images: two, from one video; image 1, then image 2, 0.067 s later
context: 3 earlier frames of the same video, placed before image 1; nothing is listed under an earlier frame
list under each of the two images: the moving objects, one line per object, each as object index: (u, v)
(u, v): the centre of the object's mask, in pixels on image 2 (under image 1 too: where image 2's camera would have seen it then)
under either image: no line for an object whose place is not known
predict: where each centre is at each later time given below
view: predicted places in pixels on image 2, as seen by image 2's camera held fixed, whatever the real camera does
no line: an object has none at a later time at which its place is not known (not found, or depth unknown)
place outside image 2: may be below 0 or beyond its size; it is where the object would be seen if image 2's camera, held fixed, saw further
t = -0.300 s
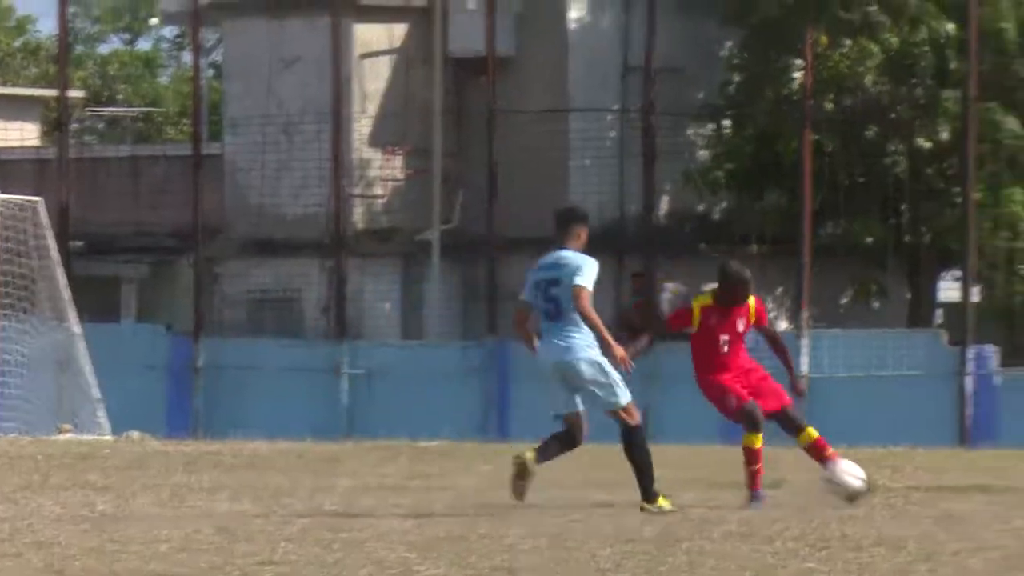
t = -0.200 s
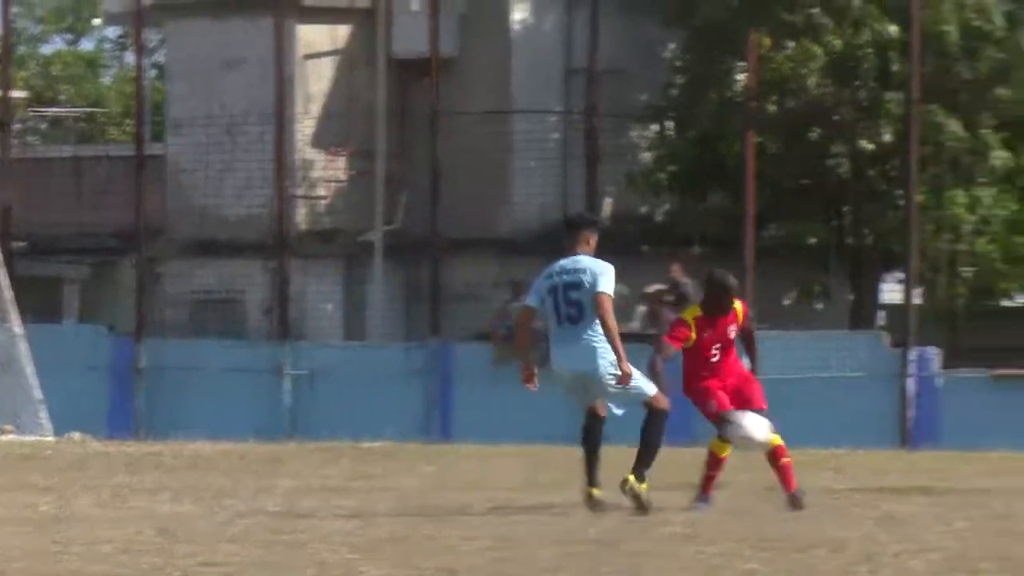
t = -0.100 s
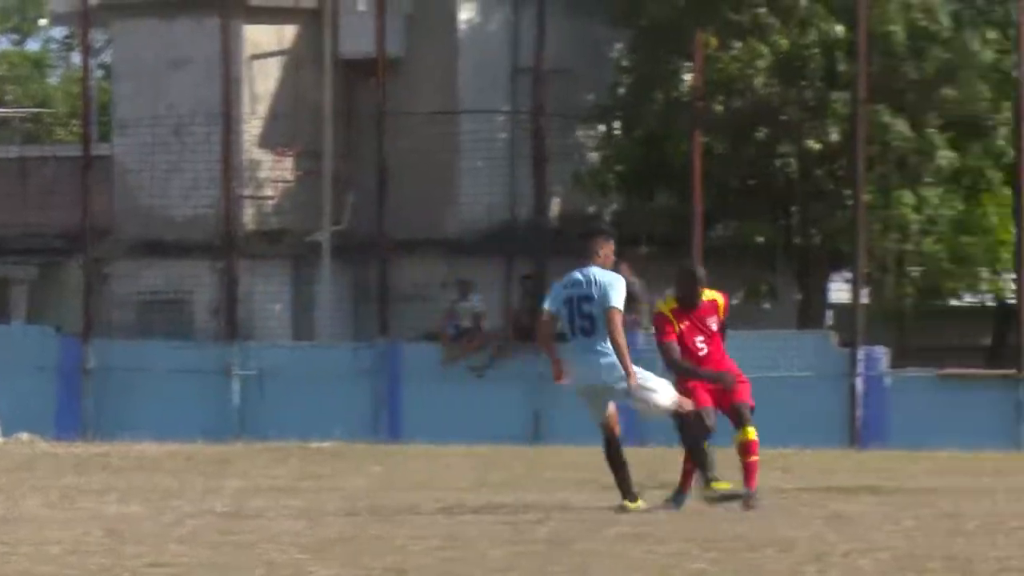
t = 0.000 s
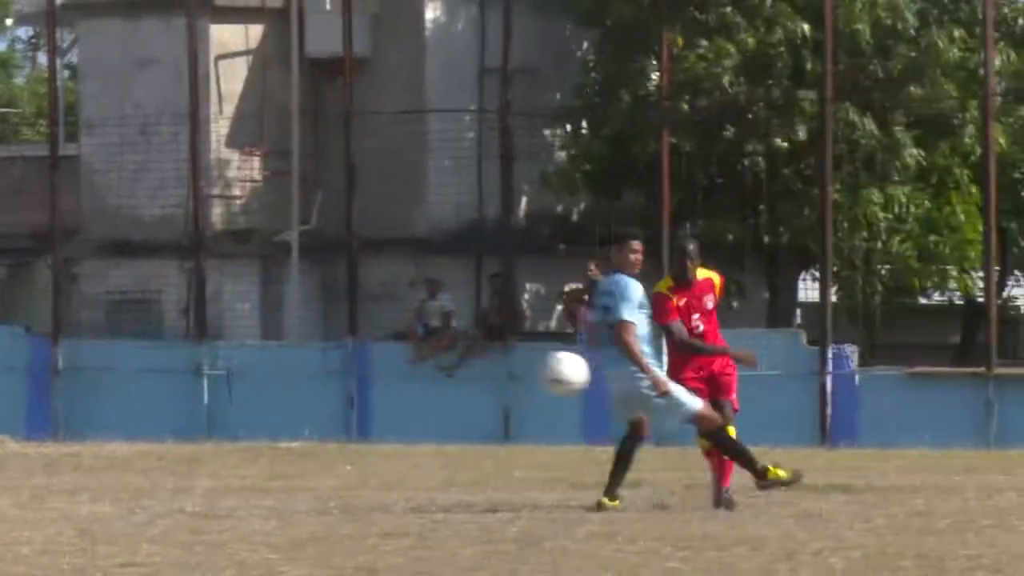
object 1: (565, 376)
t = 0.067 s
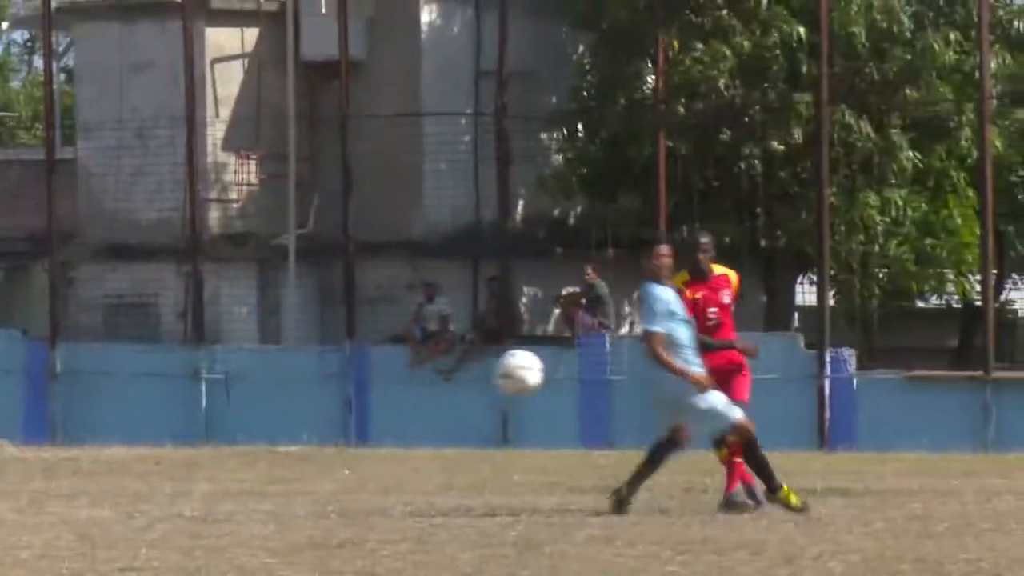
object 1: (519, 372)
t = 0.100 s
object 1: (495, 373)
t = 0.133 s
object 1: (469, 375)
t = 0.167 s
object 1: (441, 381)
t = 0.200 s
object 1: (412, 388)
